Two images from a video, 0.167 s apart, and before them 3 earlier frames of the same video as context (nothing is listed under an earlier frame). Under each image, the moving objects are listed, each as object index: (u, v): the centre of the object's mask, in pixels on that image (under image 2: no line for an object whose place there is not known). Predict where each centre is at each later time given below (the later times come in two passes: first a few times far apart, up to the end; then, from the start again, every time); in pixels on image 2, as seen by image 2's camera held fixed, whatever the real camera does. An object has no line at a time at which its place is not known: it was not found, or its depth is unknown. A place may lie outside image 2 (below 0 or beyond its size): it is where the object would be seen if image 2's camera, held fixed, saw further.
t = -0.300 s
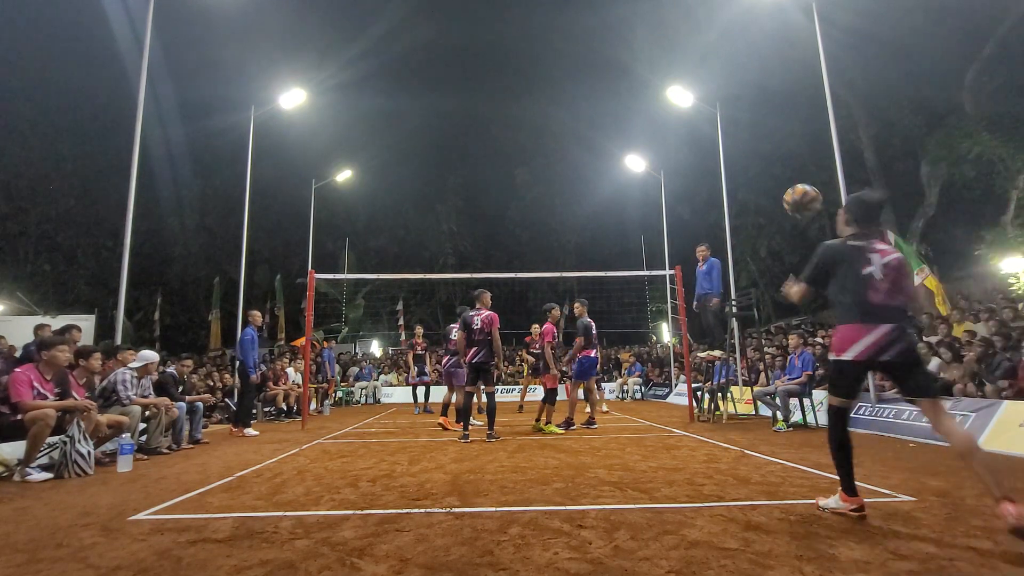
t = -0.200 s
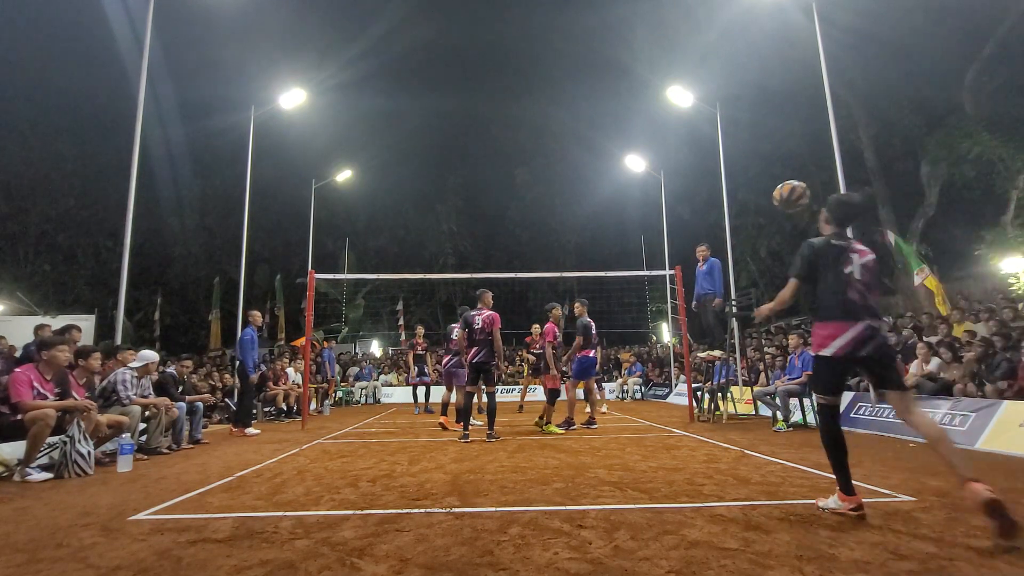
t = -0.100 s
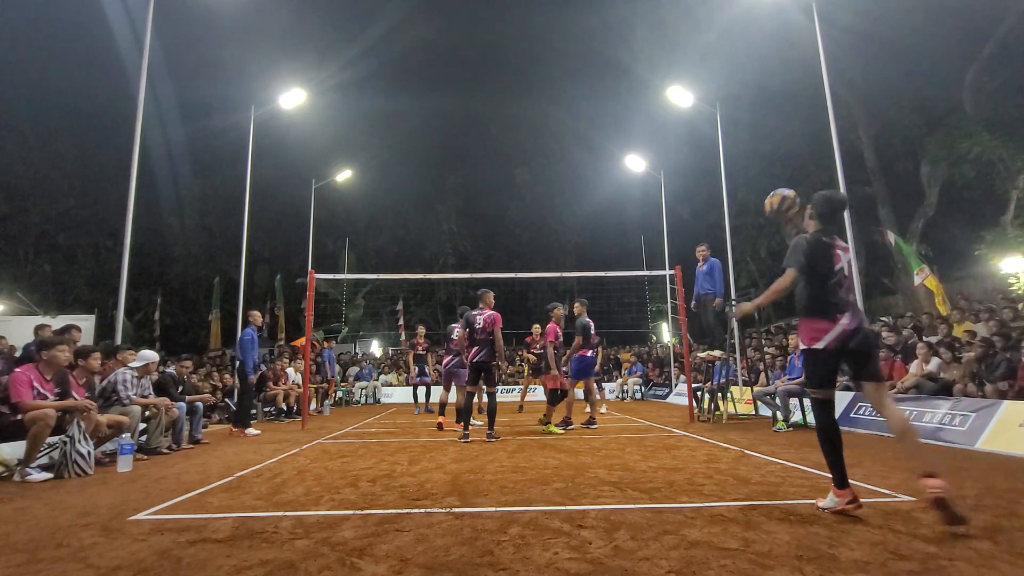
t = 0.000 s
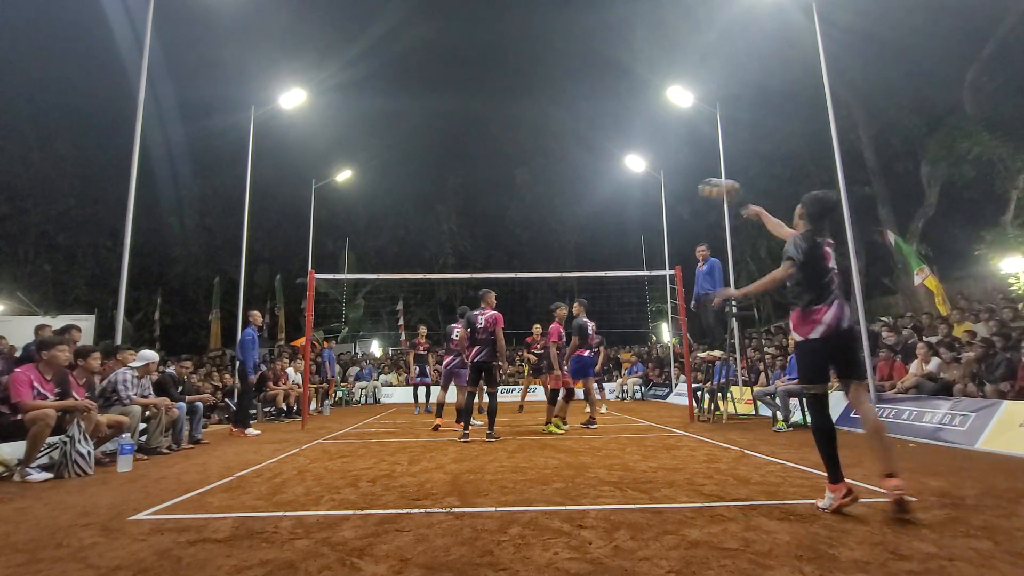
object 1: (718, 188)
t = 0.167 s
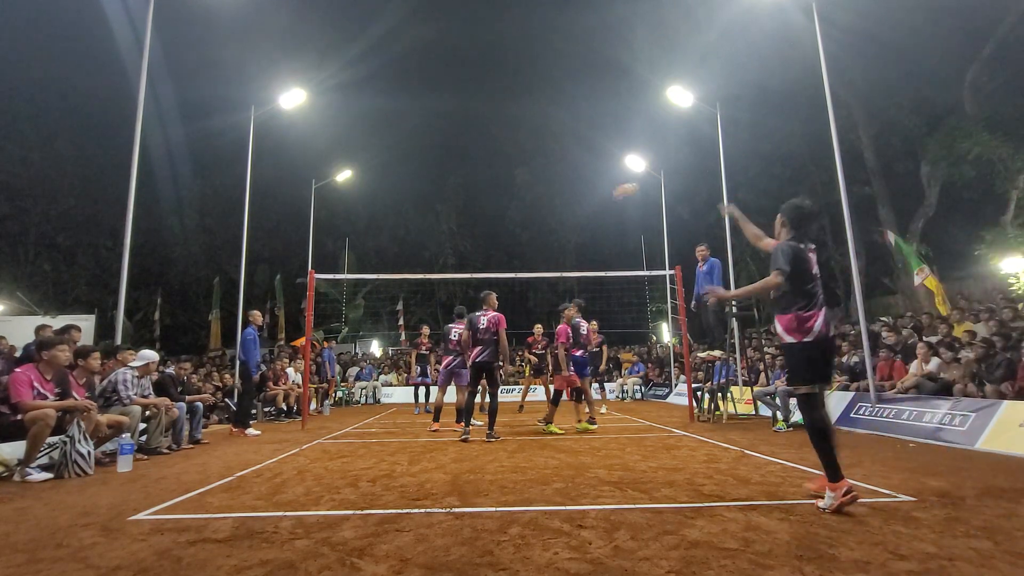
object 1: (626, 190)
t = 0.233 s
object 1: (605, 199)
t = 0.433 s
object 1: (557, 232)
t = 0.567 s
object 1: (535, 263)
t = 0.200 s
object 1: (615, 194)
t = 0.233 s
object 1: (605, 199)
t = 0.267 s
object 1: (594, 204)
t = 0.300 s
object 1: (585, 209)
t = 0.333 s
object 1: (577, 214)
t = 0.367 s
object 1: (569, 221)
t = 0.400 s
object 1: (563, 226)
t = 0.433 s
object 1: (557, 232)
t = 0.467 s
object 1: (550, 240)
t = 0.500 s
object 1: (545, 247)
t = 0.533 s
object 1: (540, 254)
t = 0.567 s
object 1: (535, 263)
